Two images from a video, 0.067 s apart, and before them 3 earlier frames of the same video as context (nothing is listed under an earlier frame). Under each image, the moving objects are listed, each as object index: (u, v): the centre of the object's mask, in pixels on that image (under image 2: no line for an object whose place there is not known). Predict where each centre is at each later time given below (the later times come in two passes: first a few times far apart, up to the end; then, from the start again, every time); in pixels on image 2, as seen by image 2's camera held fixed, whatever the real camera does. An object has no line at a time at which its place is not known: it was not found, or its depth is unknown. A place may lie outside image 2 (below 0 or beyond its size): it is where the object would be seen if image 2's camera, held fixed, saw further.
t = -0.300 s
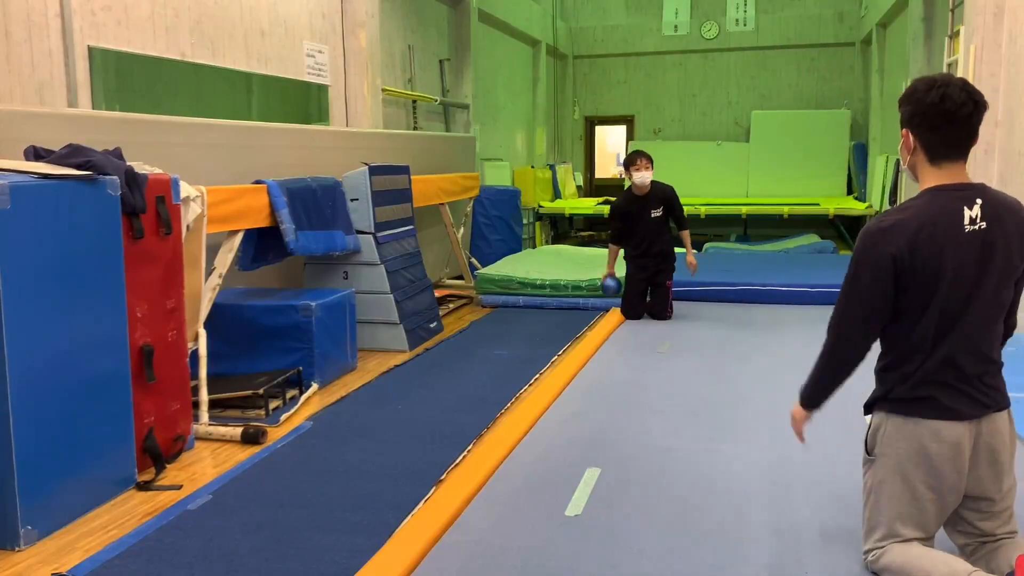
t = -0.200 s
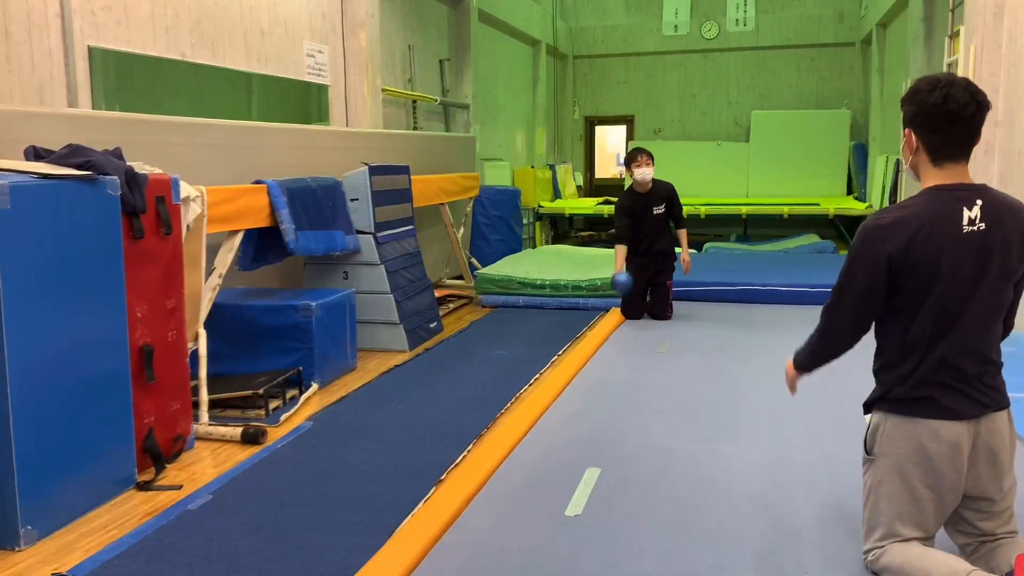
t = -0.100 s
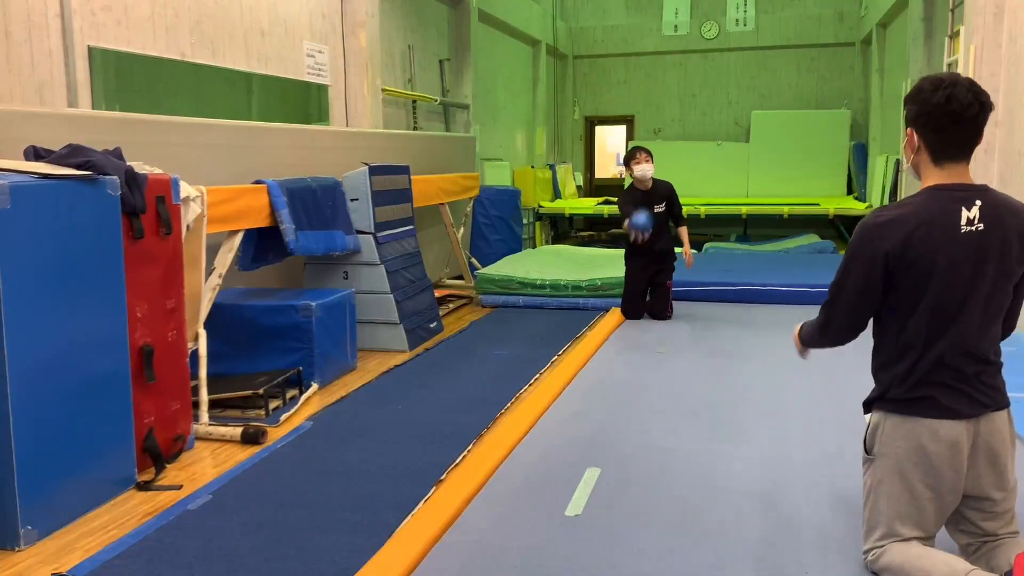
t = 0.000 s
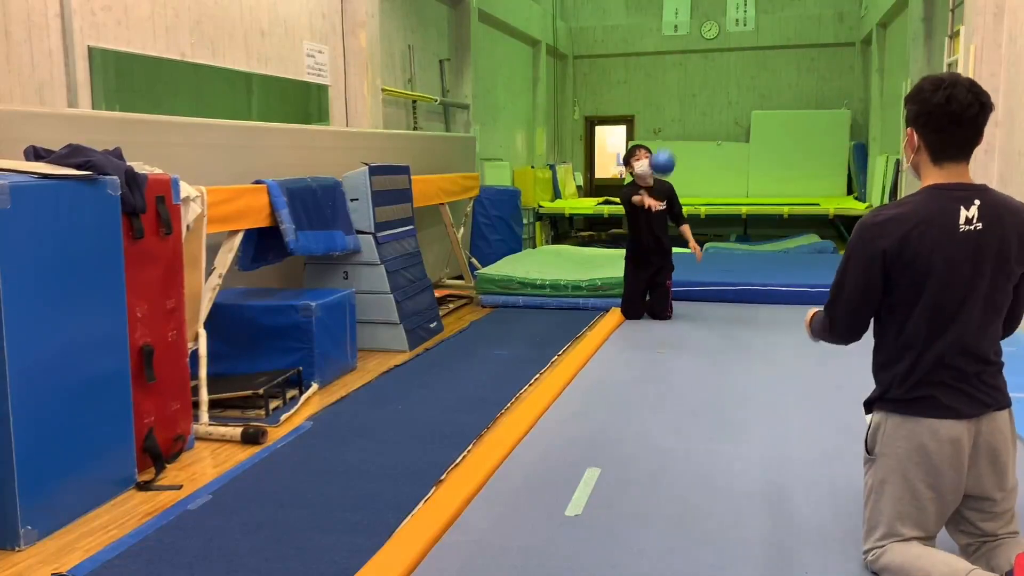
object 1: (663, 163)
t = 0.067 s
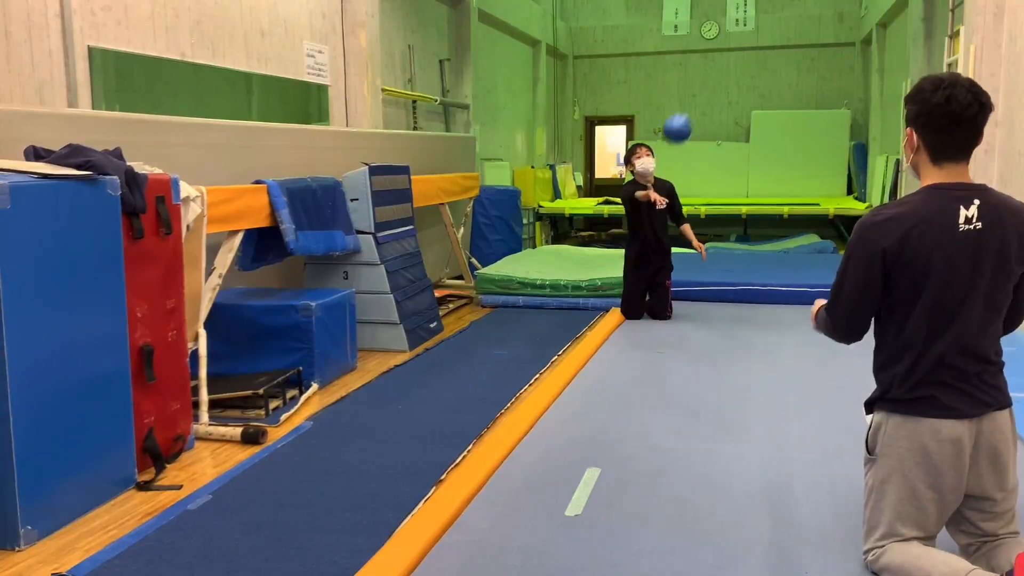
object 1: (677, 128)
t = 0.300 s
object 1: (744, 60)
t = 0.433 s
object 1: (793, 74)
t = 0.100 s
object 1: (686, 113)
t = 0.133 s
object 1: (694, 100)
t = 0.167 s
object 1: (703, 88)
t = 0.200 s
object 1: (713, 78)
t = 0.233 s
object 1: (723, 69)
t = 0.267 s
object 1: (733, 63)
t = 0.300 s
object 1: (744, 60)
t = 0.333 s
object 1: (755, 59)
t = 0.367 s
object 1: (767, 61)
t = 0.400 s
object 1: (780, 66)
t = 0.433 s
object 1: (793, 74)
